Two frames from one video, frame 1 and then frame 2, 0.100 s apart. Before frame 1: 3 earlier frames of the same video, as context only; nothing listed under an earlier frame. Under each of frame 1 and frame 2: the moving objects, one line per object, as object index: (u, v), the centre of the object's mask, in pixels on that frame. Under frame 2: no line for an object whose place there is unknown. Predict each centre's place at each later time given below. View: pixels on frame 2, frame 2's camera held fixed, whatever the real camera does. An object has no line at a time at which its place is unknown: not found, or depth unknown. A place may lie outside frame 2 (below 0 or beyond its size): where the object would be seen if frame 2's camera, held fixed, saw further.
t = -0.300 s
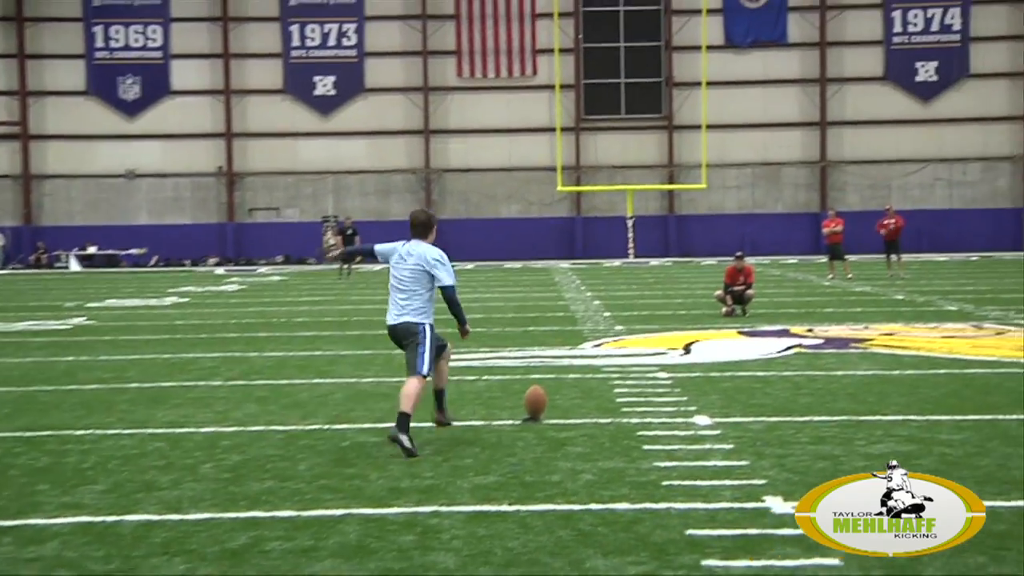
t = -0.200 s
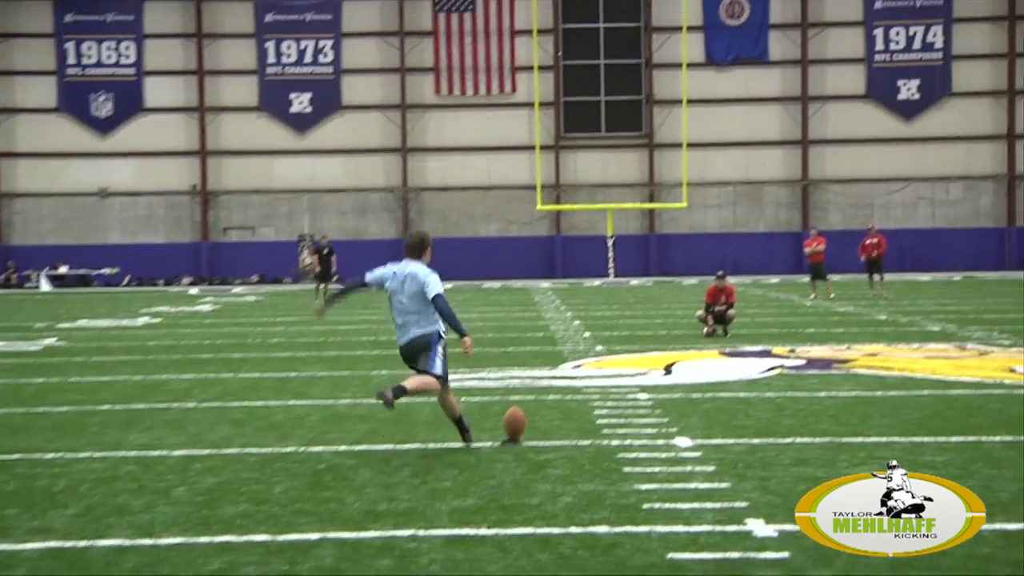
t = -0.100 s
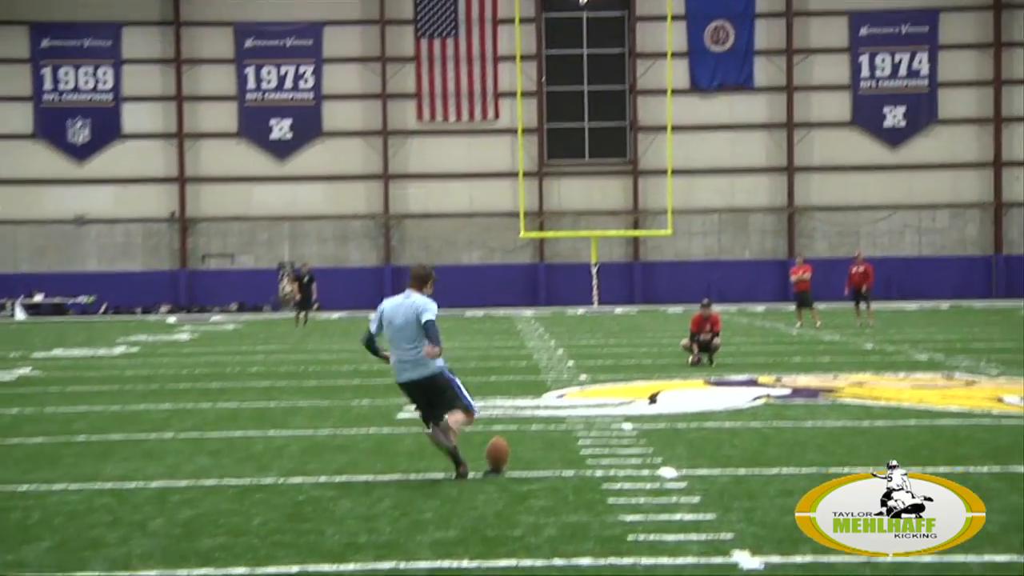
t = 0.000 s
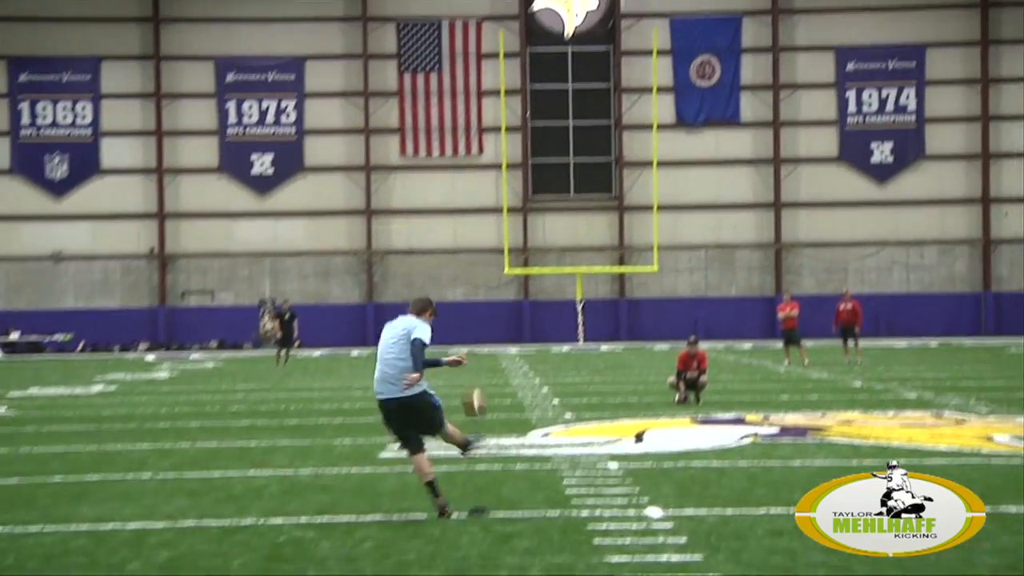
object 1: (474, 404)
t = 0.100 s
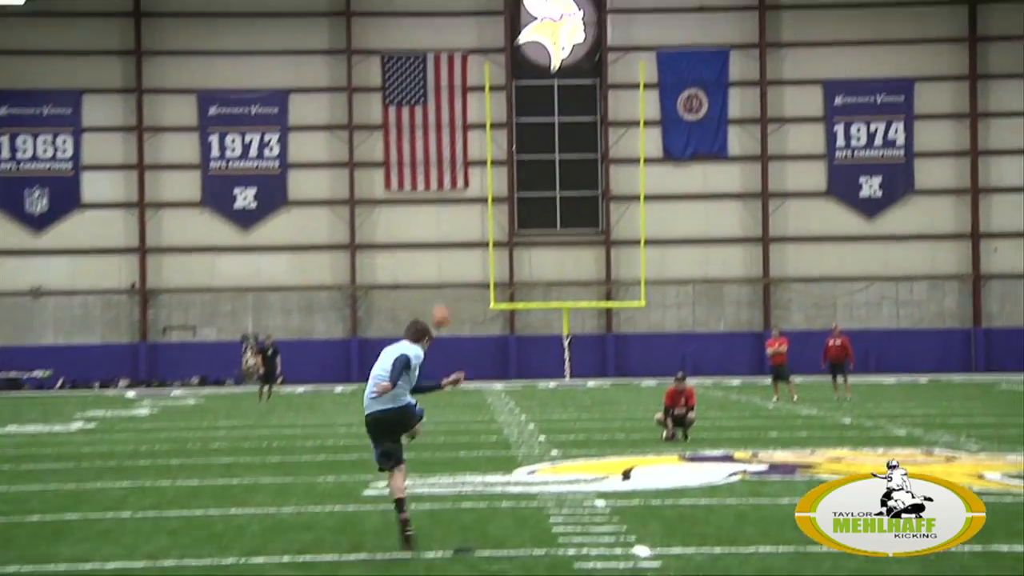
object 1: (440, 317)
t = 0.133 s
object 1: (435, 285)
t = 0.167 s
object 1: (428, 256)
